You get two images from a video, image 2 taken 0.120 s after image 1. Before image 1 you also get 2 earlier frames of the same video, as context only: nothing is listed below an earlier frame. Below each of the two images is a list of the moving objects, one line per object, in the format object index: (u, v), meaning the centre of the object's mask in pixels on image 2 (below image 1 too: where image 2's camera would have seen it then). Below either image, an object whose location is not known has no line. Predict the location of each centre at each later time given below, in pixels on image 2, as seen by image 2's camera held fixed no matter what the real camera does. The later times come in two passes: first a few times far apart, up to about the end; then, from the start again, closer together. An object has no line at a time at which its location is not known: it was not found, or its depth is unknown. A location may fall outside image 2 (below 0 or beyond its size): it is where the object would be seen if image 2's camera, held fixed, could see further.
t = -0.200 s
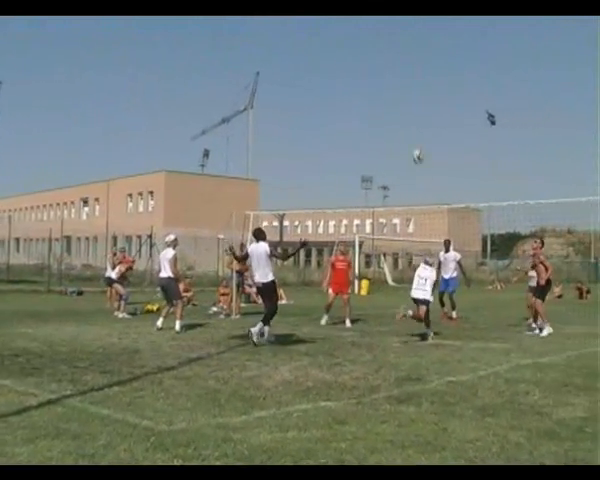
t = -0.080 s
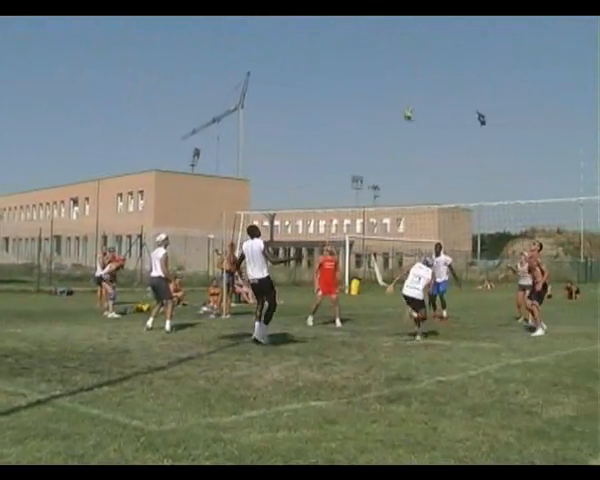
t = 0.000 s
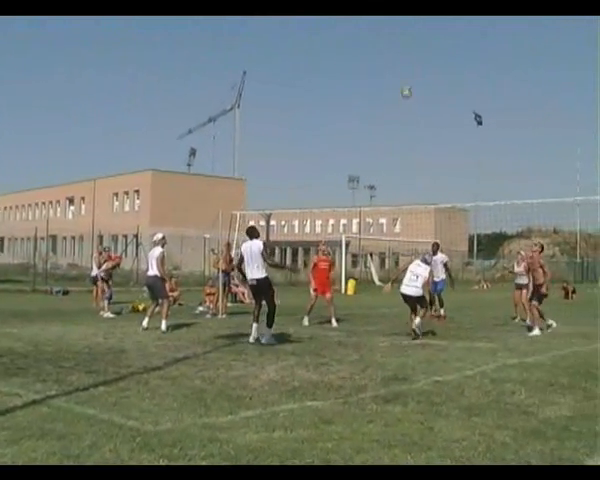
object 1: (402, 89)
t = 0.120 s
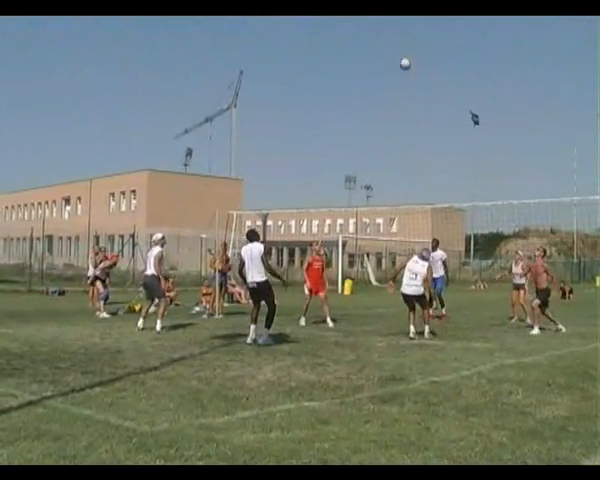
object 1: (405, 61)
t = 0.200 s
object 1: (407, 47)
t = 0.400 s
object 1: (410, 27)
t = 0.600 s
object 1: (414, 28)
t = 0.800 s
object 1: (419, 49)
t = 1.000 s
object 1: (424, 87)
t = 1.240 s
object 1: (428, 161)
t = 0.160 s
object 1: (405, 55)
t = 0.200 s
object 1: (407, 47)
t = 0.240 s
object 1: (407, 41)
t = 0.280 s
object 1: (408, 37)
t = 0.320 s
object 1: (409, 33)
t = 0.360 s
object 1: (408, 31)
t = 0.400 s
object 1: (410, 27)
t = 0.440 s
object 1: (411, 27)
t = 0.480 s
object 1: (412, 26)
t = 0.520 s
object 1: (412, 26)
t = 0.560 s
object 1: (414, 26)
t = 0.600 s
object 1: (414, 28)
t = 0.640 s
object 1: (415, 31)
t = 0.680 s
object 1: (416, 34)
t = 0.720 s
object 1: (417, 38)
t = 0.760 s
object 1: (419, 42)
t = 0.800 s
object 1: (419, 49)
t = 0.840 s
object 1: (420, 54)
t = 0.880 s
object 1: (421, 62)
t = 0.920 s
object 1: (422, 69)
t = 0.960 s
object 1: (422, 78)
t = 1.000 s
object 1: (424, 87)
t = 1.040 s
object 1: (424, 97)
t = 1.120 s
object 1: (426, 120)
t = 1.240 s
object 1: (428, 161)
